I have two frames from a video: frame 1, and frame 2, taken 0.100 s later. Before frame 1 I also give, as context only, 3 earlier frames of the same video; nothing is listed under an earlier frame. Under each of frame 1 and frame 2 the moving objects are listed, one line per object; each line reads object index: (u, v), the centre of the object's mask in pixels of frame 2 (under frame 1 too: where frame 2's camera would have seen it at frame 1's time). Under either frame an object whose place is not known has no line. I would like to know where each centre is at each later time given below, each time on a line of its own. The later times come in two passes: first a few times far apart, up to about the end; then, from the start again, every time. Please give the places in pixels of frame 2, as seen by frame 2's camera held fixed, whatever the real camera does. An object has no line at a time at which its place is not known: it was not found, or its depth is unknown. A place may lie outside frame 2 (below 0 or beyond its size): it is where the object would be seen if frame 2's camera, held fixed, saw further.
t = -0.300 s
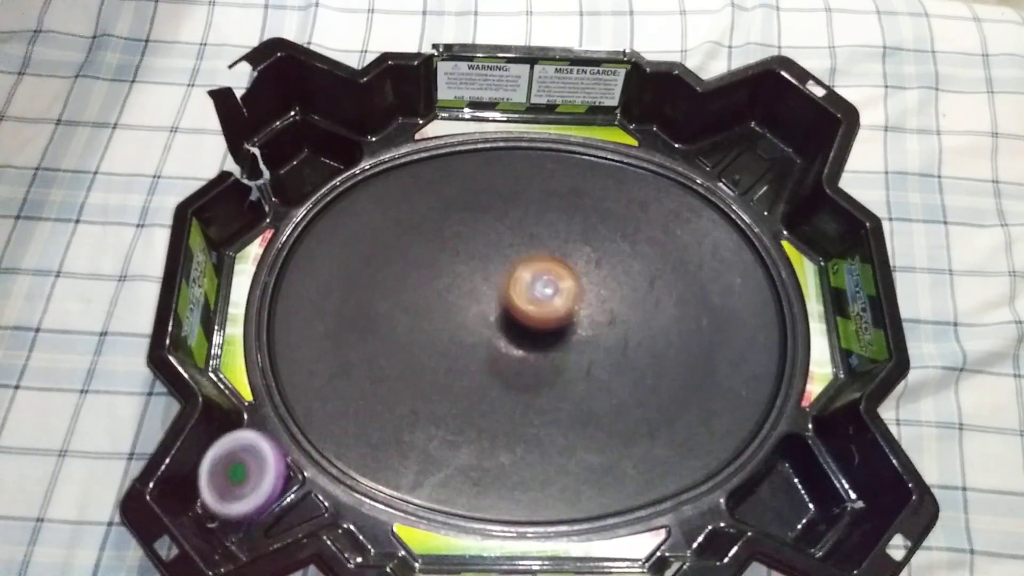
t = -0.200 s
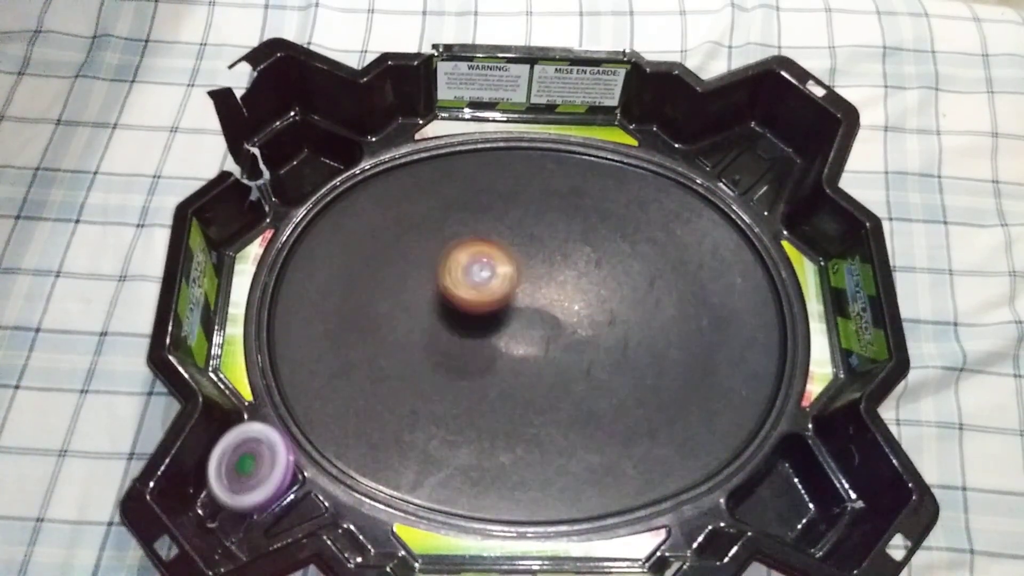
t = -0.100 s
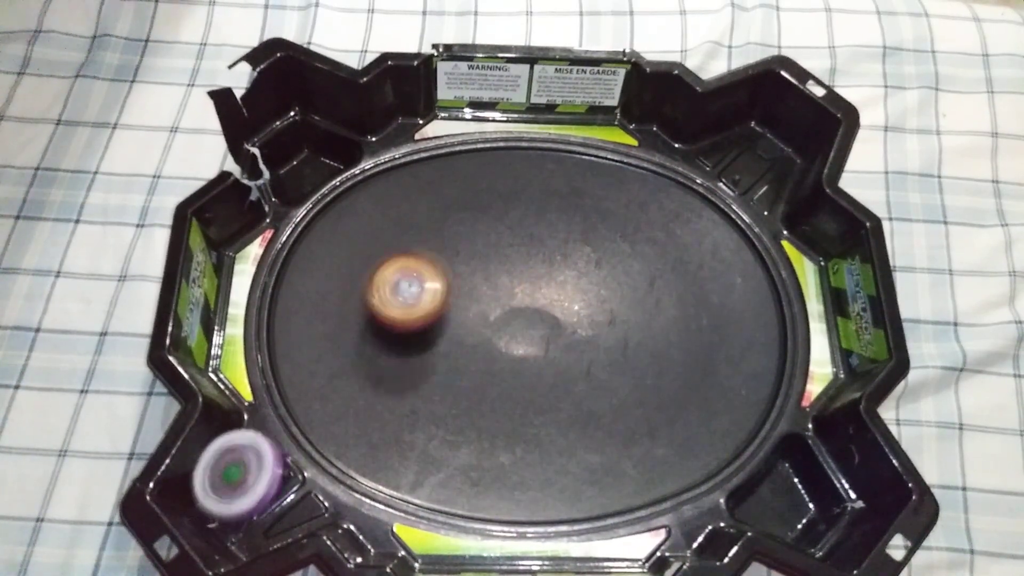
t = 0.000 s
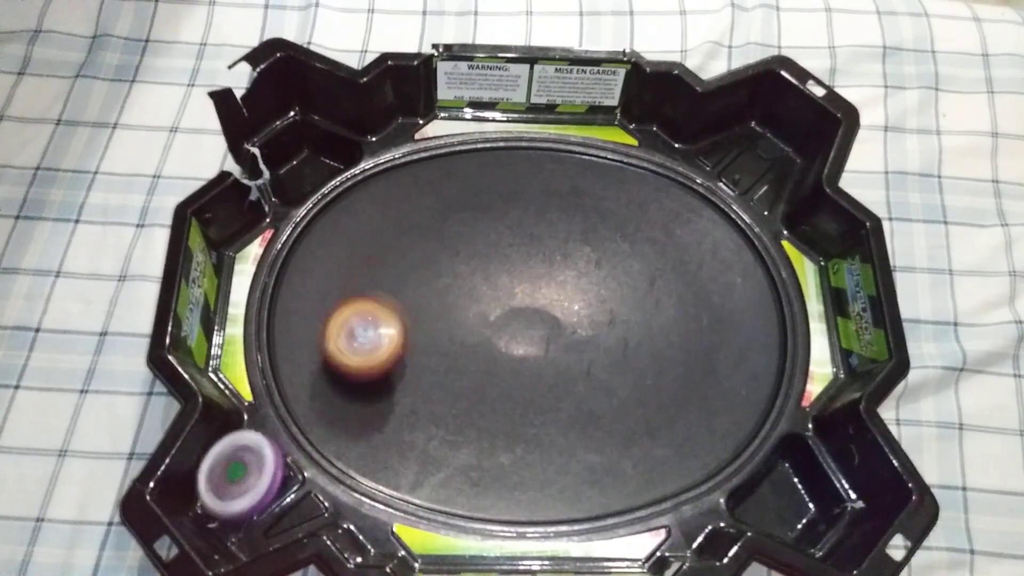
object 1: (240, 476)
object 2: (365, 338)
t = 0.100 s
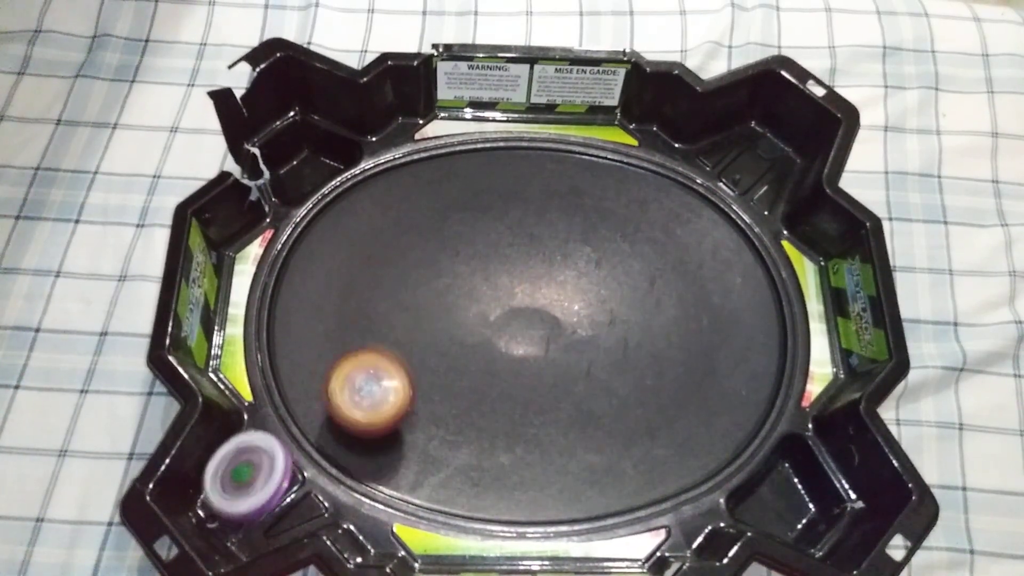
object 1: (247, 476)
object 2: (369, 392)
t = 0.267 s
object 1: (253, 513)
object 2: (459, 434)
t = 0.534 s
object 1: (287, 494)
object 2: (604, 327)
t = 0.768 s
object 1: (356, 458)
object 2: (530, 212)
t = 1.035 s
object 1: (523, 334)
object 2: (375, 295)
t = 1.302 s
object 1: (650, 257)
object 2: (479, 423)
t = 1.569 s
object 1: (674, 275)
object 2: (642, 345)
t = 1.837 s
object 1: (656, 295)
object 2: (545, 297)
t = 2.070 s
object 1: (540, 362)
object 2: (451, 326)
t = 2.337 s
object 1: (467, 419)
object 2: (379, 358)
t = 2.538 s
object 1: (530, 468)
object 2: (318, 325)
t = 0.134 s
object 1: (249, 480)
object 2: (380, 407)
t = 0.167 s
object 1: (251, 486)
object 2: (396, 420)
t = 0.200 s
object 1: (254, 494)
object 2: (414, 429)
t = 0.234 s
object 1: (256, 509)
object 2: (435, 433)
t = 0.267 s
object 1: (253, 513)
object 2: (459, 434)
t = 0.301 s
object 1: (246, 512)
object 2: (486, 432)
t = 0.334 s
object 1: (246, 515)
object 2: (512, 426)
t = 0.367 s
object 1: (252, 512)
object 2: (536, 416)
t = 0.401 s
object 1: (258, 507)
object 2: (557, 403)
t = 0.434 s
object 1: (265, 504)
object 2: (575, 387)
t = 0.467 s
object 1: (273, 500)
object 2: (590, 368)
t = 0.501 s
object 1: (279, 497)
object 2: (599, 347)
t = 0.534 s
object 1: (287, 494)
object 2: (604, 327)
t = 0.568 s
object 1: (294, 491)
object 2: (606, 305)
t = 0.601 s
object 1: (301, 488)
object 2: (603, 284)
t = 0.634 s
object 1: (310, 484)
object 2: (595, 264)
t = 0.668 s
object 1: (320, 480)
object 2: (584, 245)
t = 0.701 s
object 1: (330, 476)
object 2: (568, 230)
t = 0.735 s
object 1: (342, 469)
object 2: (549, 219)
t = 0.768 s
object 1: (356, 458)
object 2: (530, 212)
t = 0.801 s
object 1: (373, 446)
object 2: (508, 208)
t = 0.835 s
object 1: (393, 430)
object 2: (485, 209)
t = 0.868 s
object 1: (413, 414)
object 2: (459, 214)
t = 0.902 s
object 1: (435, 398)
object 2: (435, 224)
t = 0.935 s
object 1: (458, 381)
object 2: (414, 239)
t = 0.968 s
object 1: (480, 365)
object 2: (398, 255)
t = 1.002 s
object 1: (503, 349)
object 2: (384, 274)
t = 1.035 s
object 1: (523, 334)
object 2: (375, 295)
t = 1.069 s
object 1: (543, 320)
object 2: (372, 317)
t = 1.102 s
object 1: (563, 306)
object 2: (374, 338)
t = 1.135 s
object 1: (582, 294)
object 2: (381, 358)
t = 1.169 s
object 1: (599, 282)
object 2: (393, 375)
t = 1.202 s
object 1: (613, 273)
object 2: (410, 390)
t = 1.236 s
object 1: (627, 266)
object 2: (430, 405)
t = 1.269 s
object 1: (639, 261)
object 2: (454, 417)
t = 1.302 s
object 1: (650, 257)
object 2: (479, 423)
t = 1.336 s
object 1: (659, 255)
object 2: (508, 426)
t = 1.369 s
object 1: (666, 254)
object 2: (537, 423)
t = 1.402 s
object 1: (670, 255)
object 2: (566, 417)
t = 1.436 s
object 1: (673, 257)
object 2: (590, 408)
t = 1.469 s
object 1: (675, 260)
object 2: (611, 393)
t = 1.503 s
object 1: (675, 265)
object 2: (626, 379)
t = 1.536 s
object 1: (675, 270)
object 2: (637, 363)
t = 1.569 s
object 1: (674, 275)
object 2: (642, 345)
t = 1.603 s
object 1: (681, 270)
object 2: (635, 337)
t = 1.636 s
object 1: (686, 268)
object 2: (628, 329)
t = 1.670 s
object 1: (687, 268)
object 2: (617, 320)
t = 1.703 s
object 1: (686, 271)
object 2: (605, 312)
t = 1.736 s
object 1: (681, 275)
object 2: (591, 305)
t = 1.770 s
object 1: (675, 281)
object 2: (576, 301)
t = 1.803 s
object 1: (666, 287)
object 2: (560, 298)
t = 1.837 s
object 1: (656, 295)
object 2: (545, 297)
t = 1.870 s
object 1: (644, 305)
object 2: (531, 299)
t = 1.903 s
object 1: (629, 314)
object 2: (516, 301)
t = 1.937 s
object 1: (613, 324)
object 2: (502, 304)
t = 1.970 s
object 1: (595, 334)
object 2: (487, 308)
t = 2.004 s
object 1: (577, 344)
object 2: (474, 313)
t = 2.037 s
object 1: (559, 354)
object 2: (462, 319)
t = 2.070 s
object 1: (540, 362)
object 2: (451, 326)
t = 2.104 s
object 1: (522, 370)
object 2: (442, 334)
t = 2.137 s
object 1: (506, 378)
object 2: (434, 340)
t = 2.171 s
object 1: (500, 395)
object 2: (419, 340)
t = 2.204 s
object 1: (494, 408)
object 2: (407, 341)
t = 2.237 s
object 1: (487, 416)
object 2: (396, 344)
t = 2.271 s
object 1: (479, 420)
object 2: (389, 348)
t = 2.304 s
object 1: (473, 421)
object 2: (383, 352)
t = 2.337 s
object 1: (467, 419)
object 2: (379, 358)
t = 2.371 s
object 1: (461, 415)
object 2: (376, 362)
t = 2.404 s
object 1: (455, 409)
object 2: (373, 370)
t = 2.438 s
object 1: (466, 420)
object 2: (362, 362)
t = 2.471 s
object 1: (490, 443)
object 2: (346, 348)
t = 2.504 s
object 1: (511, 459)
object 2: (330, 337)
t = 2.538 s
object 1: (530, 468)
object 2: (318, 325)
